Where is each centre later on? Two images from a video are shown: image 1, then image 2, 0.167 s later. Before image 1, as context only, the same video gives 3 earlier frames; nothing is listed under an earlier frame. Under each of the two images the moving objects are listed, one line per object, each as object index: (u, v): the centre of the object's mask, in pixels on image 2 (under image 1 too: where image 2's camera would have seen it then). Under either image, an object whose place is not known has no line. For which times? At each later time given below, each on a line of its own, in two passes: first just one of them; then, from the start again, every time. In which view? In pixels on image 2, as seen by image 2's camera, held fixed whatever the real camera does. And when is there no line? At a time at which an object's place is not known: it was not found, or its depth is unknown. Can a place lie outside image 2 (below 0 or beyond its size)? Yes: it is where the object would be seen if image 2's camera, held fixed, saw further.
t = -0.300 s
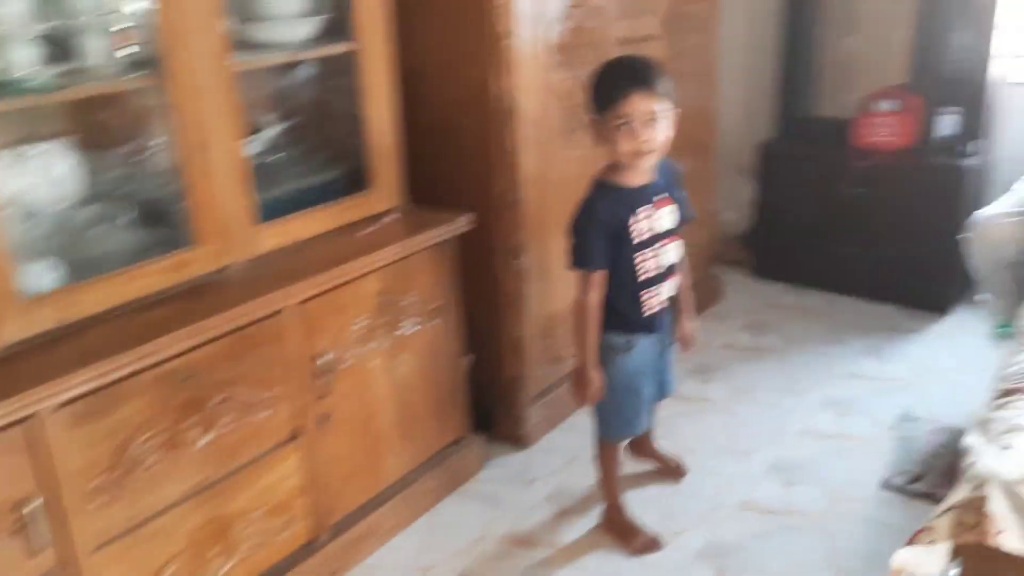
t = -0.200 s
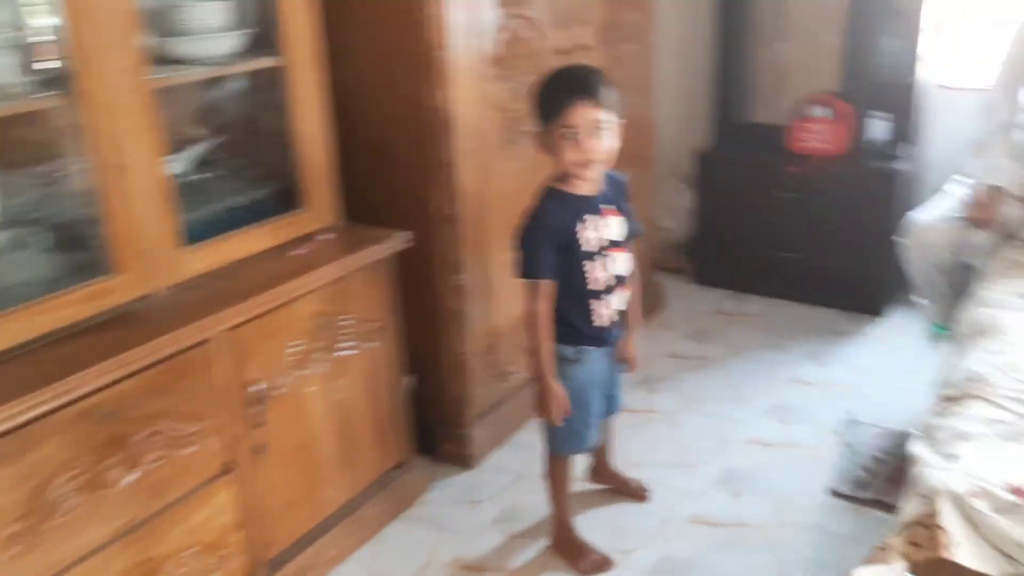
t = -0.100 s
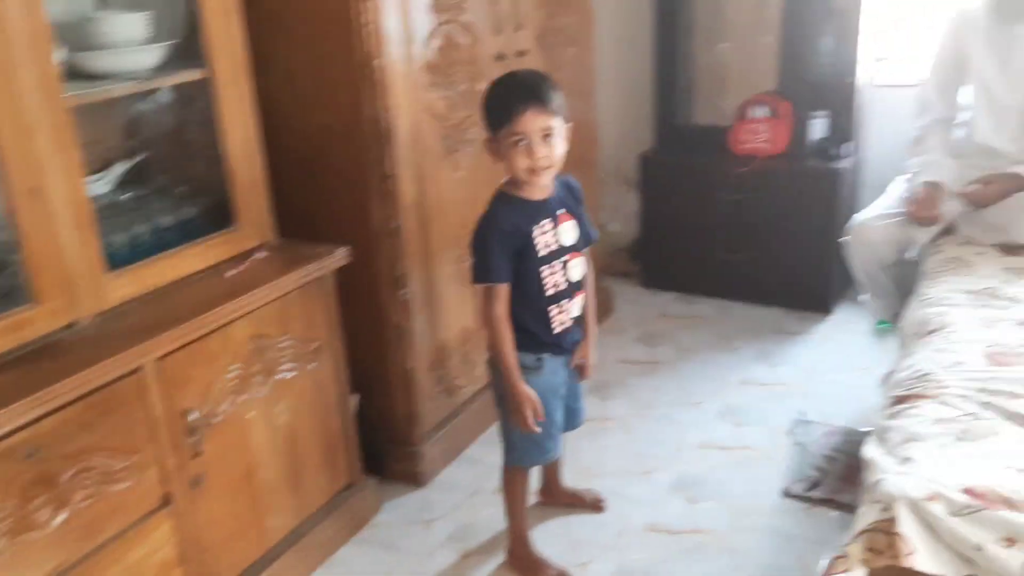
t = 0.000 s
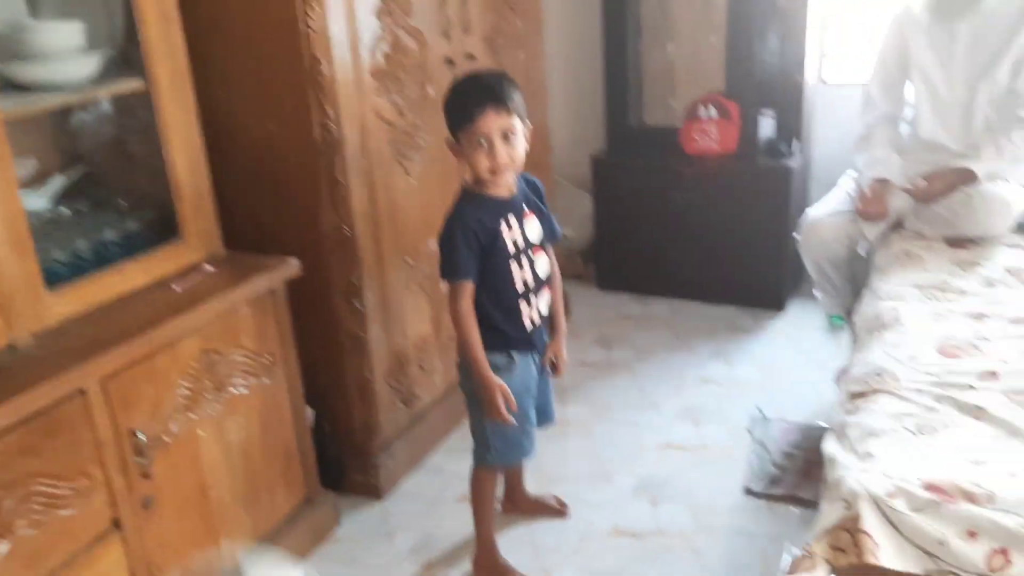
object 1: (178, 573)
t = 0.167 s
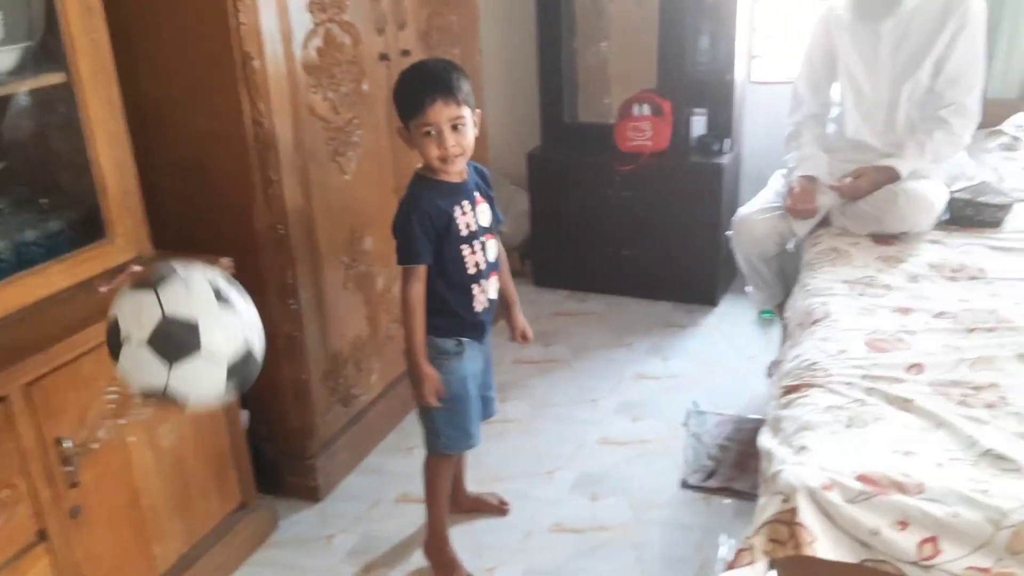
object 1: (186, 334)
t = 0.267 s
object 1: (204, 282)
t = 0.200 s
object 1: (191, 309)
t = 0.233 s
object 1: (198, 293)
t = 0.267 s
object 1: (204, 282)
